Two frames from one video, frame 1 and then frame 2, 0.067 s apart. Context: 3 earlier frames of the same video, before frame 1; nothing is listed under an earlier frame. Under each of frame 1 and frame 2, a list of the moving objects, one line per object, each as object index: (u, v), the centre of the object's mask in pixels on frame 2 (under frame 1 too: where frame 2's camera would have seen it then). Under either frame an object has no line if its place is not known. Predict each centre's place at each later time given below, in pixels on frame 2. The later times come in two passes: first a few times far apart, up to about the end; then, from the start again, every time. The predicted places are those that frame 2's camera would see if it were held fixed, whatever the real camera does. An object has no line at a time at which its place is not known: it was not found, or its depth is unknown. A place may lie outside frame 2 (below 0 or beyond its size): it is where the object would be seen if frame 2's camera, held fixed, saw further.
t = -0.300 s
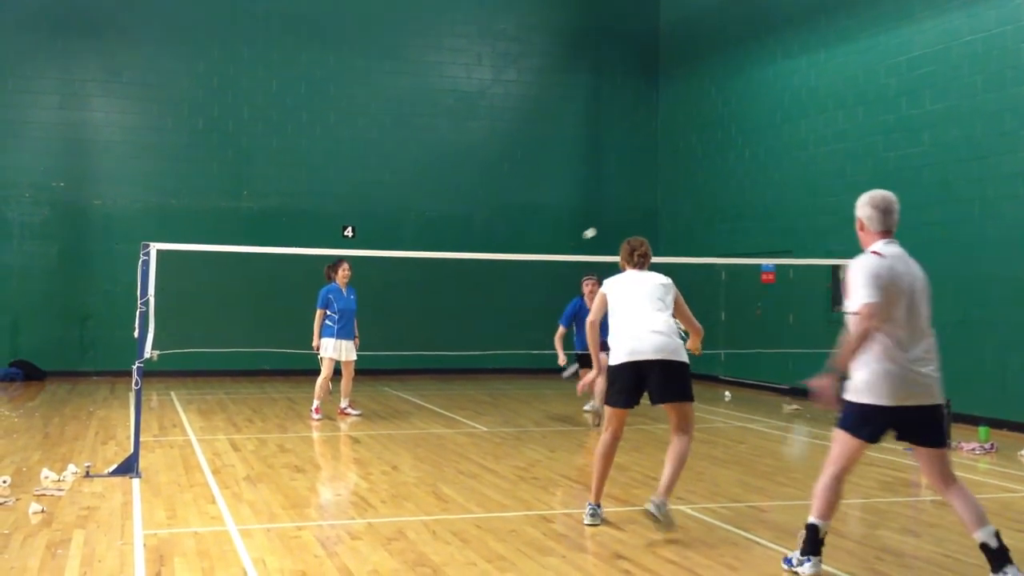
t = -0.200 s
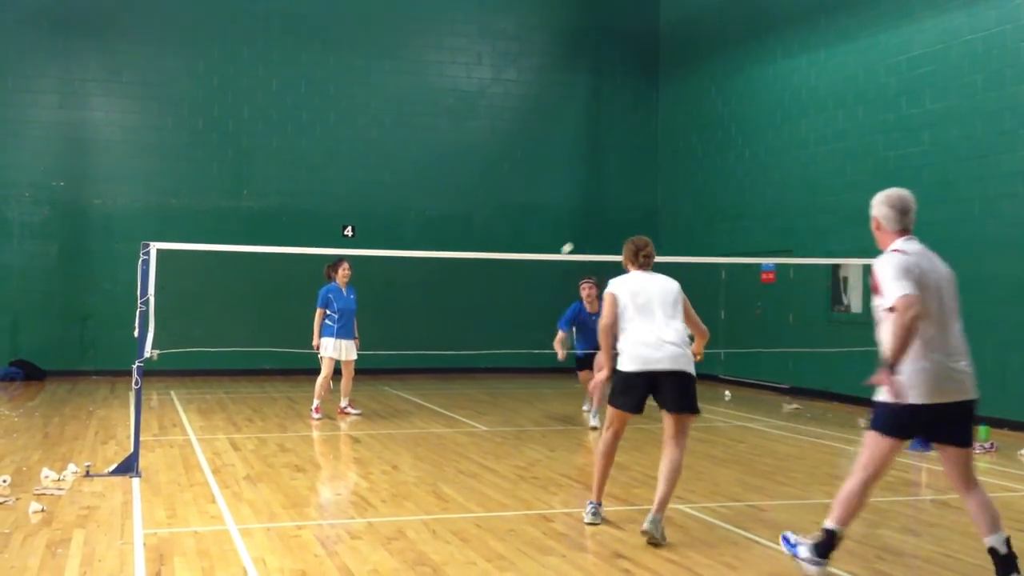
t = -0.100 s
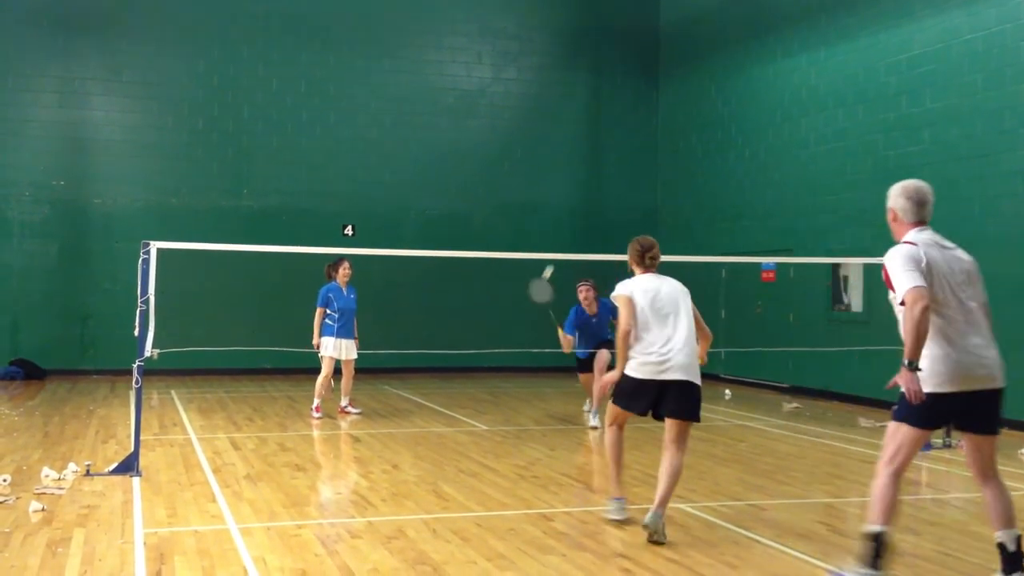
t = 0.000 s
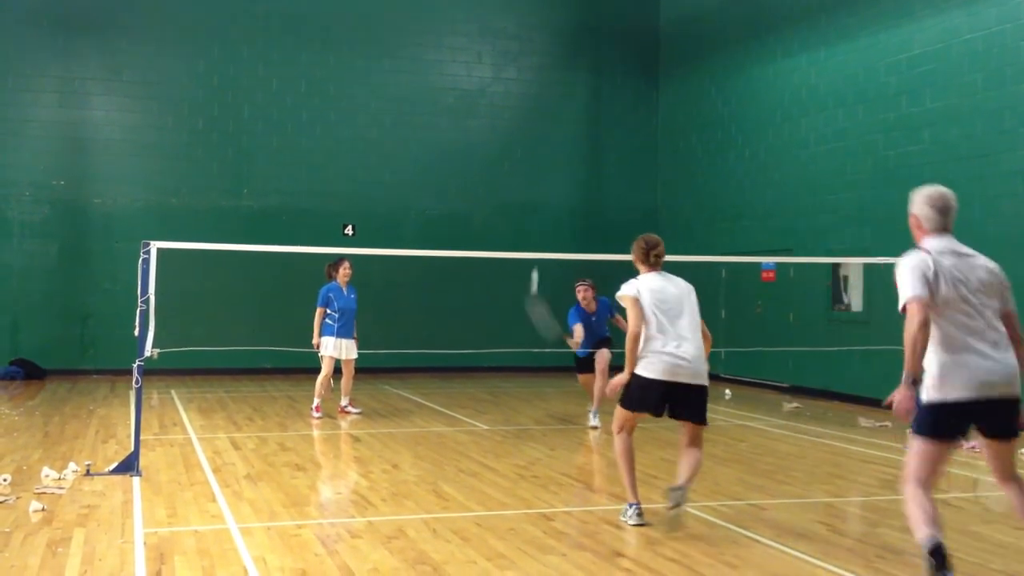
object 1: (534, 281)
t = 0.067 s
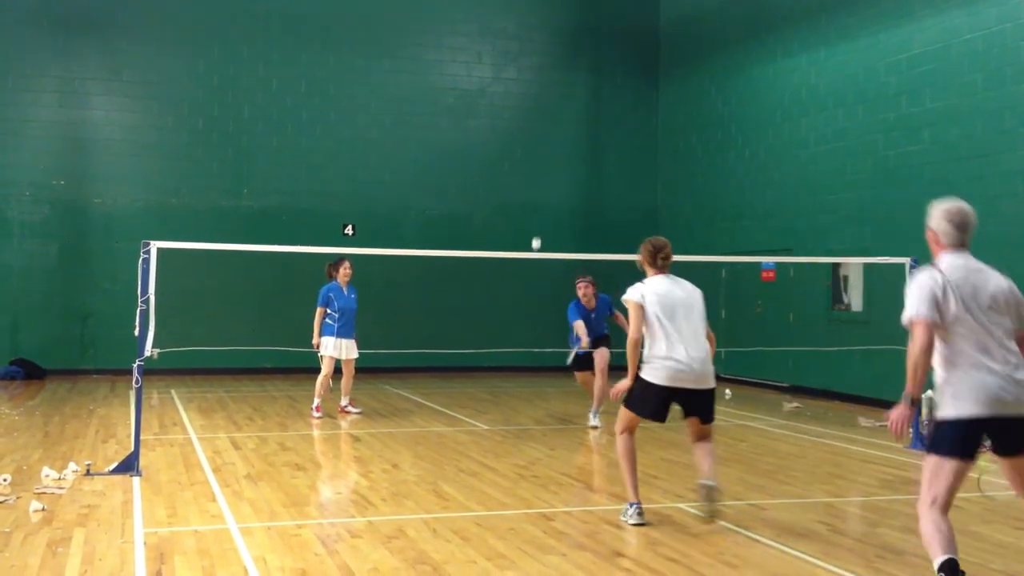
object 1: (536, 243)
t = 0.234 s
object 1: (535, 196)
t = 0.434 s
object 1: (529, 194)
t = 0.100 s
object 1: (536, 234)
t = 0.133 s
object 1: (537, 222)
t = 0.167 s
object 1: (535, 212)
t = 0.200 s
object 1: (534, 203)
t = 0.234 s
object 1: (535, 196)
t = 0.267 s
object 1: (535, 193)
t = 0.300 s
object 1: (533, 189)
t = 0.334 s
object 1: (533, 186)
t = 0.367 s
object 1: (532, 187)
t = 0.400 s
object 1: (530, 190)
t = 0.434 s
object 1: (529, 194)
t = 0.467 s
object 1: (528, 202)
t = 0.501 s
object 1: (526, 213)
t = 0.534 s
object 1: (524, 225)
